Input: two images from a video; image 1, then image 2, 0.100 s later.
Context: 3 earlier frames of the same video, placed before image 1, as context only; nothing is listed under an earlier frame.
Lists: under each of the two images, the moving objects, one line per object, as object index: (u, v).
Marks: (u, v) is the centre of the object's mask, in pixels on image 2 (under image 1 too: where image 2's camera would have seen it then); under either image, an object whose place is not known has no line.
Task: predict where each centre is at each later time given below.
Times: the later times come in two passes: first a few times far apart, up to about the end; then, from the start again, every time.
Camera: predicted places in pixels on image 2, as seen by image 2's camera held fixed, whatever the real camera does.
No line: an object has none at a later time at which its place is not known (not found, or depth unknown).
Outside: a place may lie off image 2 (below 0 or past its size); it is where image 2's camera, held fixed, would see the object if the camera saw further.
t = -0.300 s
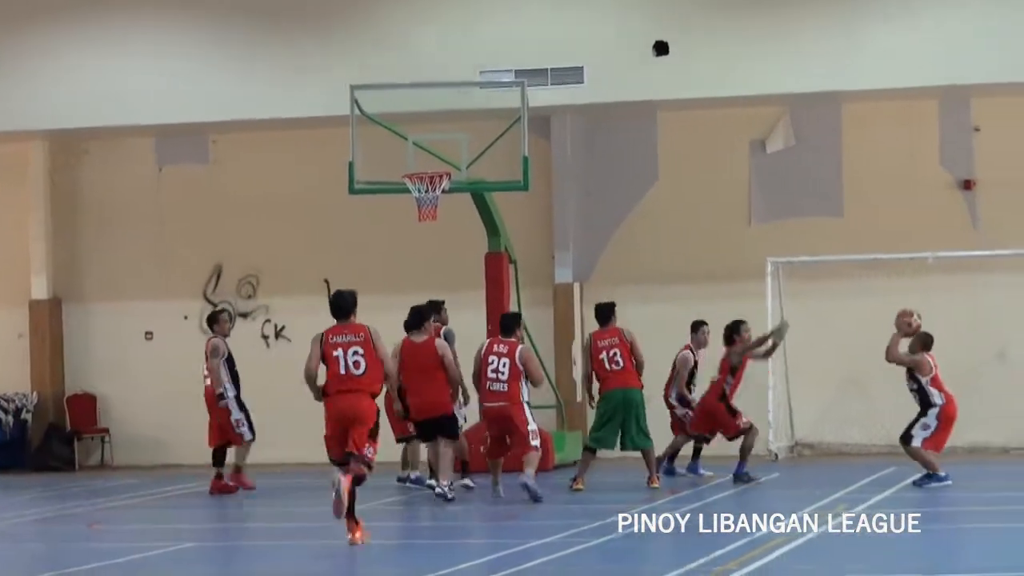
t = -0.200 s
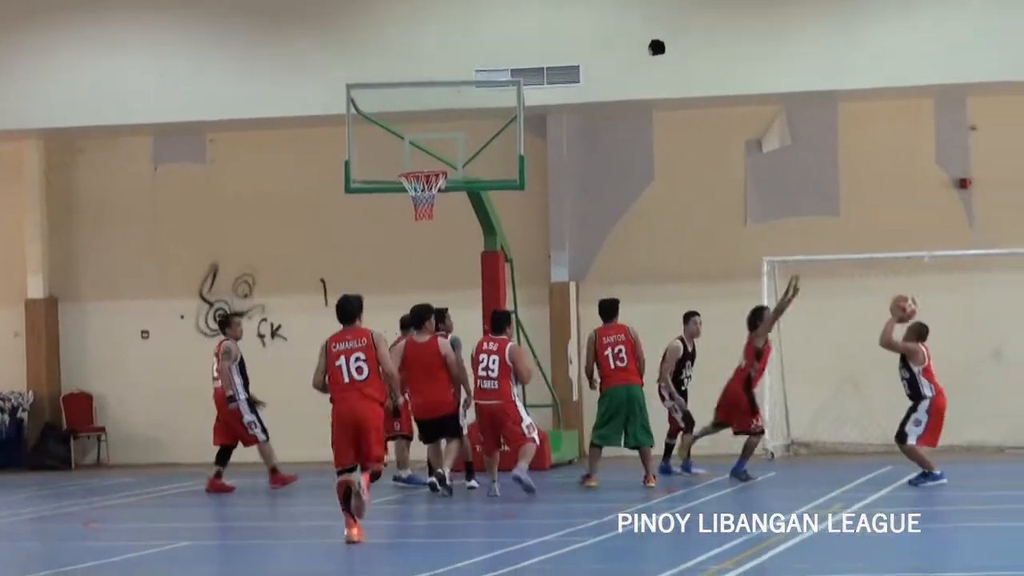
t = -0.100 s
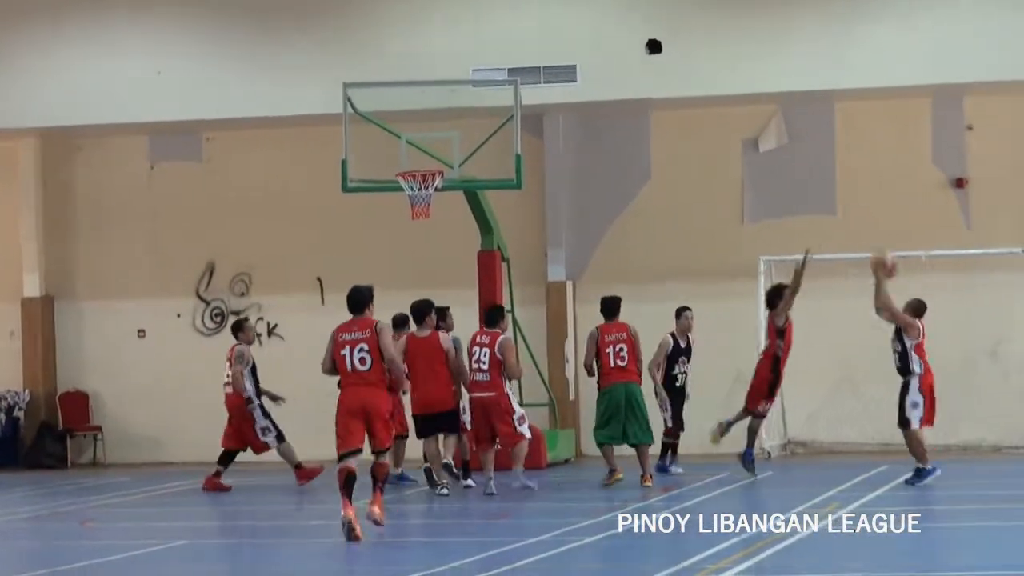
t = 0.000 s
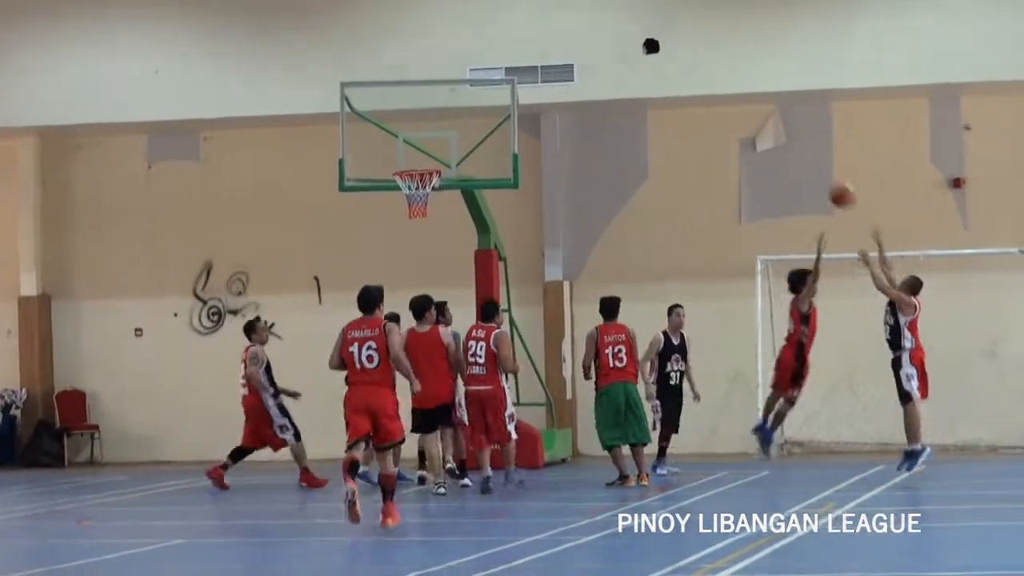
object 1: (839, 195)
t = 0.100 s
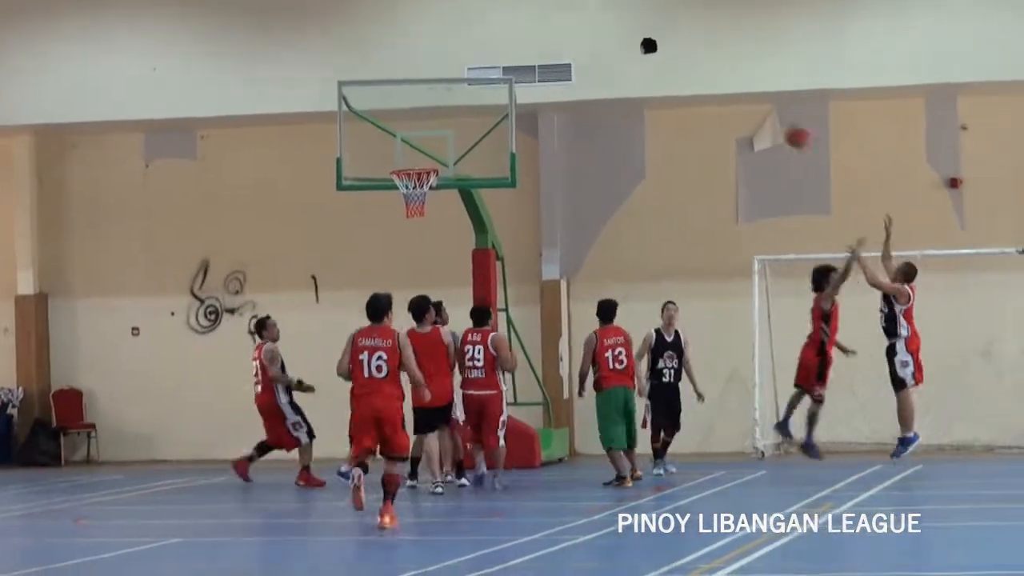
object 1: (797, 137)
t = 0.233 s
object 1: (745, 73)
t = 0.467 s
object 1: (655, 14)
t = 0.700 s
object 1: (571, 14)
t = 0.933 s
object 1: (491, 65)
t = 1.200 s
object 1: (405, 185)
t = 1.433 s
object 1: (390, 196)
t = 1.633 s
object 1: (386, 235)
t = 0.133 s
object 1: (783, 117)
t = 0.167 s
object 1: (771, 102)
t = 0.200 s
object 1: (758, 87)
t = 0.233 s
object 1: (745, 73)
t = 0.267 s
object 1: (731, 62)
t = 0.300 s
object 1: (718, 51)
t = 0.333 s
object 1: (705, 41)
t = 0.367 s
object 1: (693, 33)
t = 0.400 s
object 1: (680, 25)
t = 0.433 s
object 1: (667, 20)
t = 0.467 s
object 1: (655, 14)
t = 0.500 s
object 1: (643, 12)
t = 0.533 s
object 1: (630, 11)
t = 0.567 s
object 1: (619, 10)
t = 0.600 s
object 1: (606, 10)
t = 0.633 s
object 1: (594, 11)
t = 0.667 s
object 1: (583, 12)
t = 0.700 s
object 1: (571, 14)
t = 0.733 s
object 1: (559, 17)
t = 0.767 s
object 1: (547, 21)
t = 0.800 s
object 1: (536, 28)
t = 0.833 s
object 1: (524, 36)
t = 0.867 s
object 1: (513, 45)
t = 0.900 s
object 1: (502, 55)
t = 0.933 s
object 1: (491, 65)
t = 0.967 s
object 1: (480, 78)
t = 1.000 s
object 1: (469, 93)
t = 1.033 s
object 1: (458, 105)
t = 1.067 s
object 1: (447, 122)
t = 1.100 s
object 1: (436, 138)
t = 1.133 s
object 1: (426, 154)
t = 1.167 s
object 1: (415, 166)
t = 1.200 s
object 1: (405, 185)
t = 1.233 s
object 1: (398, 197)
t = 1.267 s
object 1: (394, 195)
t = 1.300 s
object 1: (392, 195)
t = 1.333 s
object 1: (392, 192)
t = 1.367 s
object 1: (390, 194)
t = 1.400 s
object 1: (391, 195)
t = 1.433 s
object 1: (390, 196)
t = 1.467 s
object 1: (390, 200)
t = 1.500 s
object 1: (389, 204)
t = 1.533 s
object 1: (388, 211)
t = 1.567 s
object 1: (388, 218)
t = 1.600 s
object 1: (387, 226)
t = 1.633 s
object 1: (386, 235)
